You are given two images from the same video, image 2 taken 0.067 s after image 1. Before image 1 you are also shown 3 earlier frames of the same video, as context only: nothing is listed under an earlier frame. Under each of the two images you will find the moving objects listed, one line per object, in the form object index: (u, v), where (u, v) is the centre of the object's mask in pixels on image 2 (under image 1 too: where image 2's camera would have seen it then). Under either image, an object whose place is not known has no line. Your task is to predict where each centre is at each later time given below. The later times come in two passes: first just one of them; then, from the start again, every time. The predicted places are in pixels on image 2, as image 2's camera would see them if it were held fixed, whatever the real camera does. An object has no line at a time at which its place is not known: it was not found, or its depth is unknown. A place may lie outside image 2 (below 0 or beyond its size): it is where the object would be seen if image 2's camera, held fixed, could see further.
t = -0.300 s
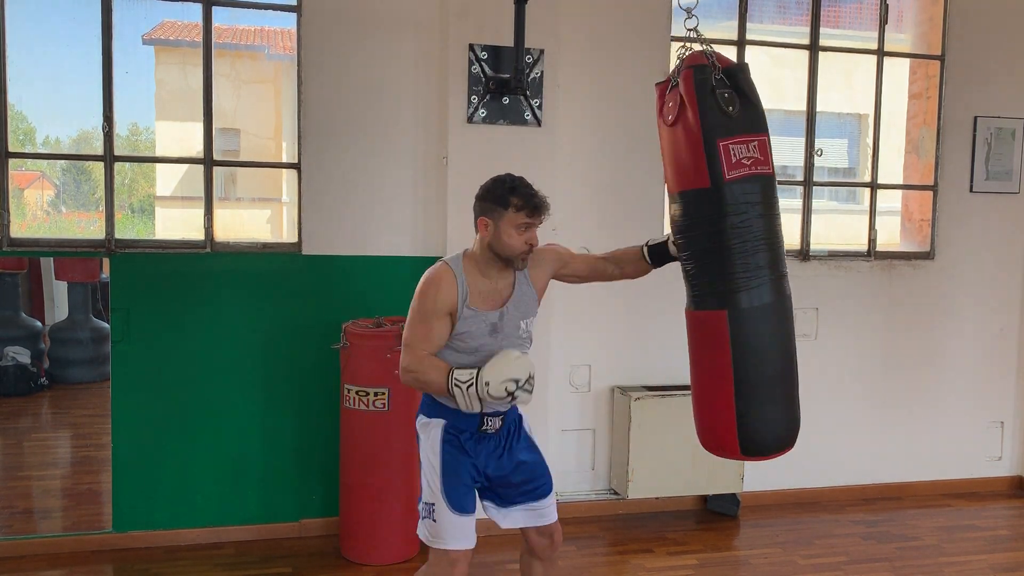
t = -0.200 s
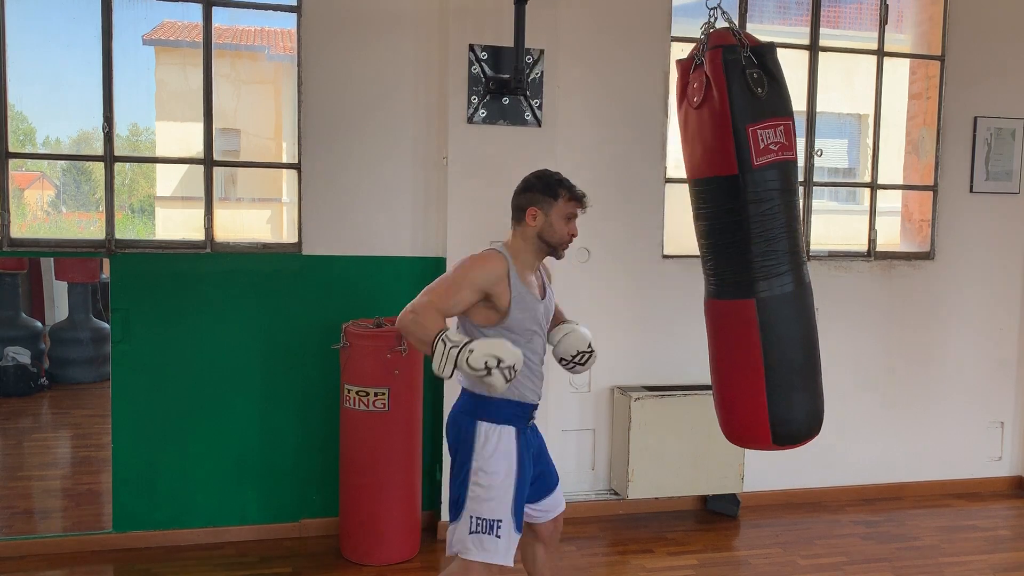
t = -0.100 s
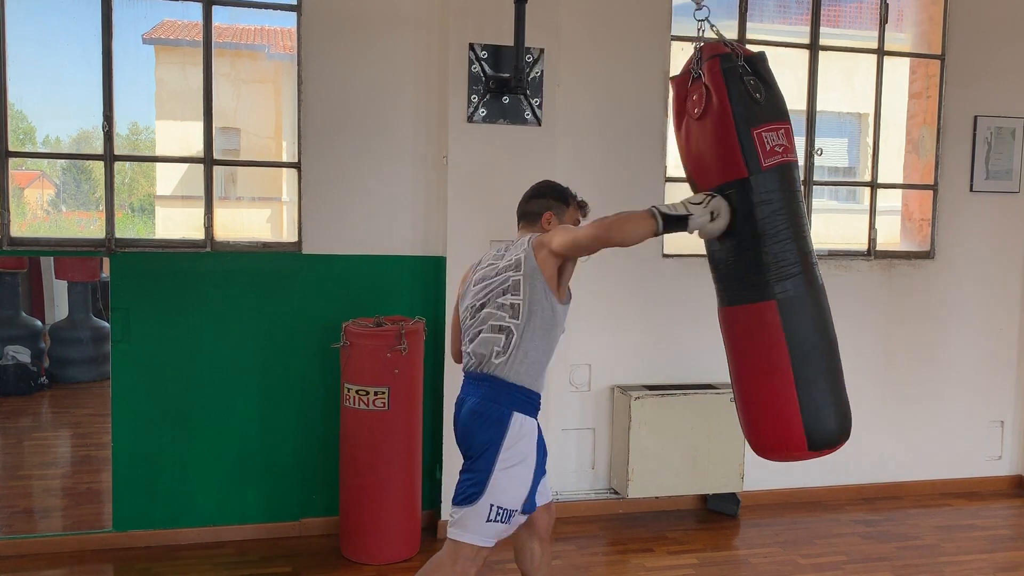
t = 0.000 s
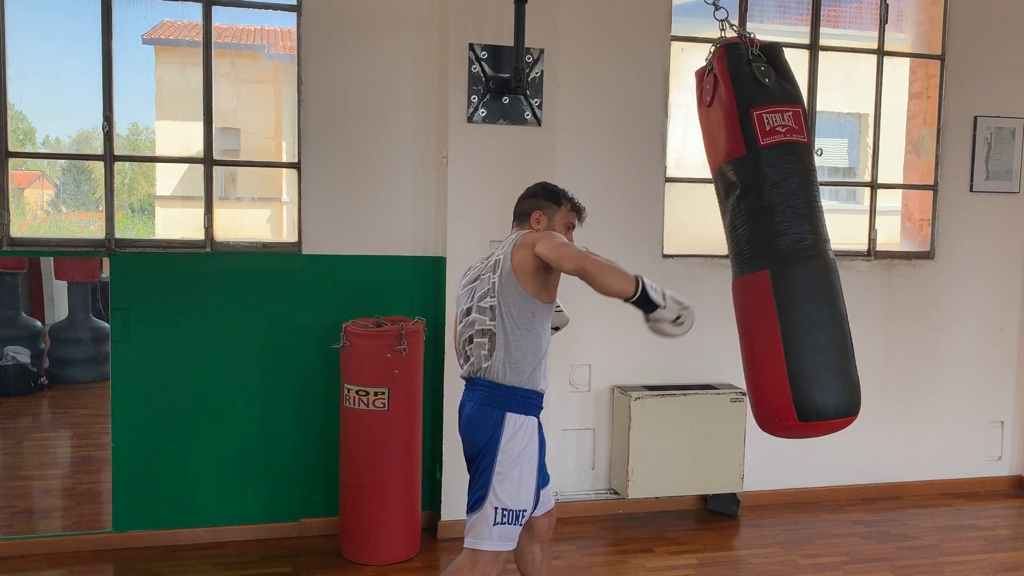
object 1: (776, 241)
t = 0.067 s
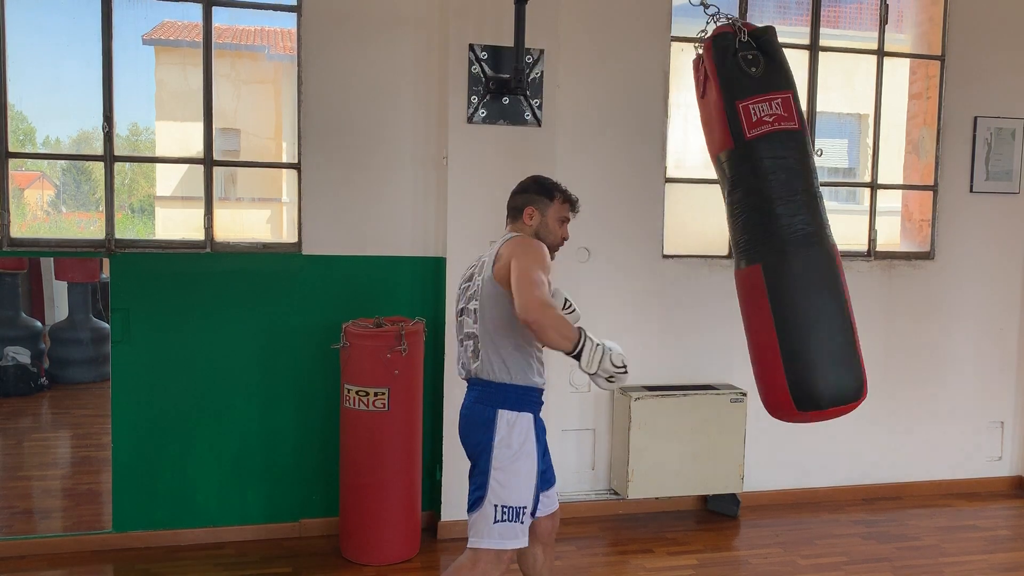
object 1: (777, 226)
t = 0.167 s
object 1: (776, 232)
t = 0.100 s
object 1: (777, 223)
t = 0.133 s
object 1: (776, 226)
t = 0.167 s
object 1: (776, 232)
